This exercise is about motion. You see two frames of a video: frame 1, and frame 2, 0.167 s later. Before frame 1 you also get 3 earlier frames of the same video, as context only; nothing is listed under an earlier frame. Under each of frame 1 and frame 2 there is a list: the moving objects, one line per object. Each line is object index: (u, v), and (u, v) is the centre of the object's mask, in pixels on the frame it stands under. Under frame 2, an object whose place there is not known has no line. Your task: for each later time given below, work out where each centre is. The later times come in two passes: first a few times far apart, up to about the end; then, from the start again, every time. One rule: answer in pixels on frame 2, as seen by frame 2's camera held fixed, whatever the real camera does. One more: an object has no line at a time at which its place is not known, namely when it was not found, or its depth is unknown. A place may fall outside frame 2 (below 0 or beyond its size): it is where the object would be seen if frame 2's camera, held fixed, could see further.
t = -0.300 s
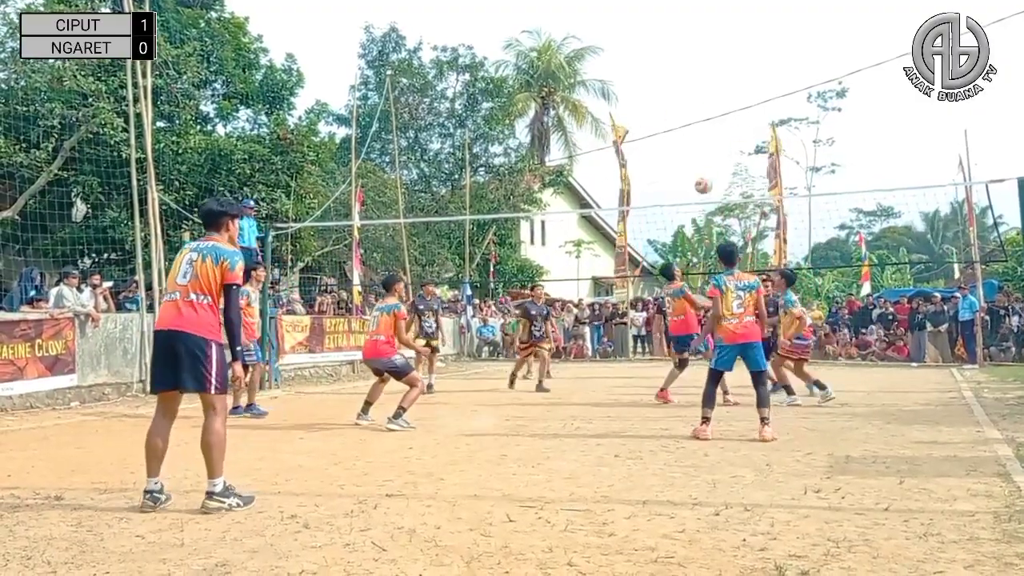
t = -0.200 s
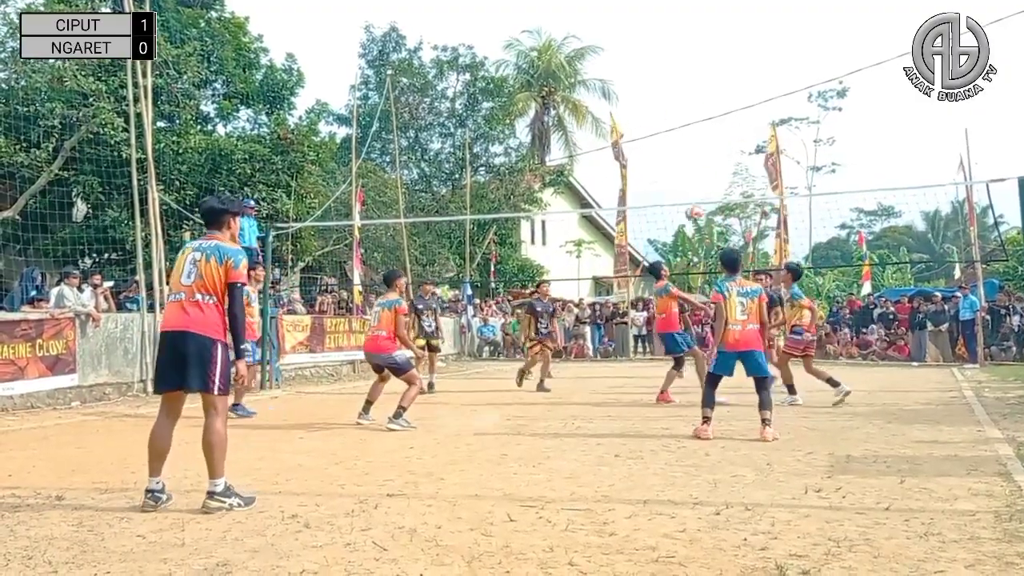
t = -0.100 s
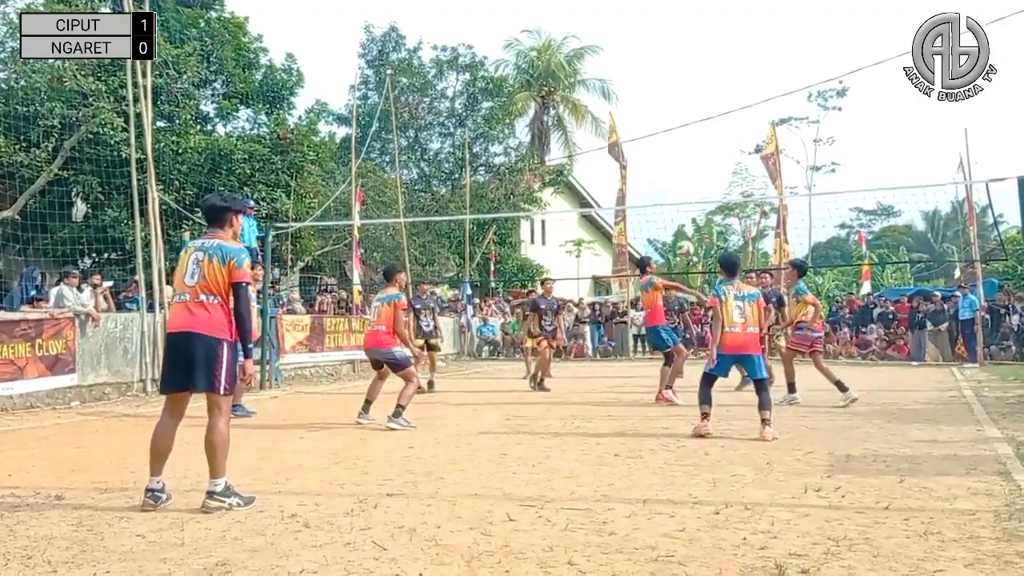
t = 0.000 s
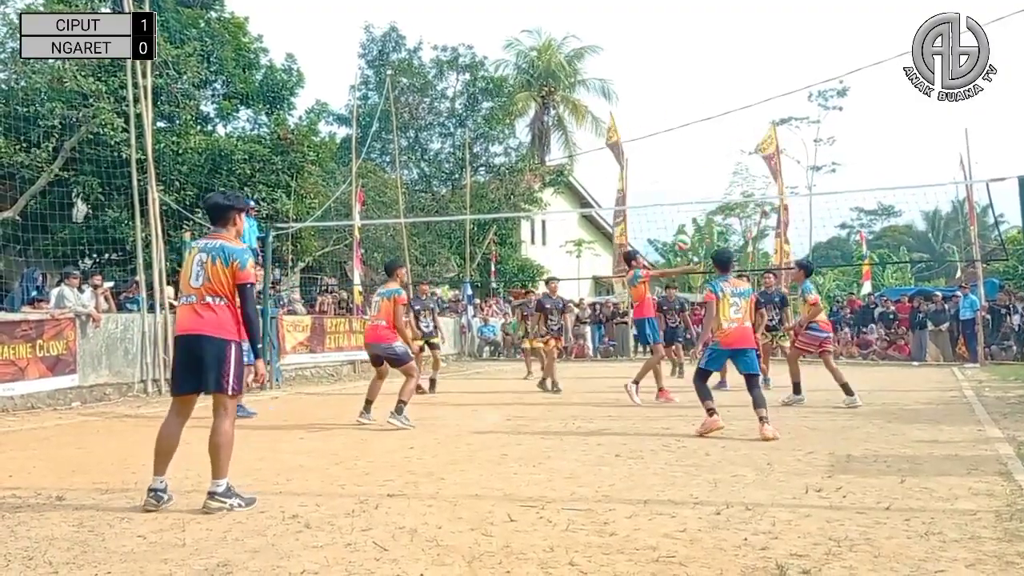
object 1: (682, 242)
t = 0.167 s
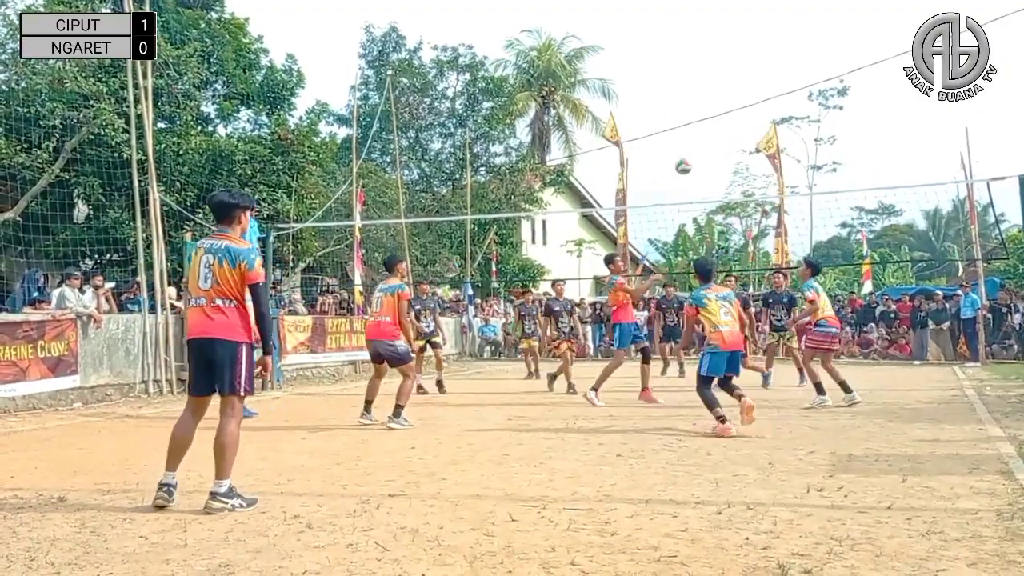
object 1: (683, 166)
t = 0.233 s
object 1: (684, 142)
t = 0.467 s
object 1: (687, 84)
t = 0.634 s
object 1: (690, 71)
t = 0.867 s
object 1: (695, 91)
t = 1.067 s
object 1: (701, 148)
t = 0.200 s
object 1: (683, 154)
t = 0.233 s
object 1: (684, 142)
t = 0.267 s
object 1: (684, 131)
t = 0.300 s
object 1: (684, 121)
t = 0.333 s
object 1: (685, 112)
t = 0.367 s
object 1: (685, 103)
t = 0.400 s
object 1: (685, 97)
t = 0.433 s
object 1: (686, 90)
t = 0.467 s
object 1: (687, 84)
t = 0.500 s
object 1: (688, 79)
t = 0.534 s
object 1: (688, 76)
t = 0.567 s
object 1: (688, 74)
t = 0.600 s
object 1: (689, 72)
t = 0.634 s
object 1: (690, 71)
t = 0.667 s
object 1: (691, 70)
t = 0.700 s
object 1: (691, 72)
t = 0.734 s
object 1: (692, 74)
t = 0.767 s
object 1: (693, 77)
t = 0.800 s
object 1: (694, 80)
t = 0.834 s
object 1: (695, 85)
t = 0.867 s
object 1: (695, 91)
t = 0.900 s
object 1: (696, 99)
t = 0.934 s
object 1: (697, 106)
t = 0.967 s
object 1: (698, 116)
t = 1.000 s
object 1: (699, 126)
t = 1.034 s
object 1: (700, 136)
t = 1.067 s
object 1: (701, 148)
